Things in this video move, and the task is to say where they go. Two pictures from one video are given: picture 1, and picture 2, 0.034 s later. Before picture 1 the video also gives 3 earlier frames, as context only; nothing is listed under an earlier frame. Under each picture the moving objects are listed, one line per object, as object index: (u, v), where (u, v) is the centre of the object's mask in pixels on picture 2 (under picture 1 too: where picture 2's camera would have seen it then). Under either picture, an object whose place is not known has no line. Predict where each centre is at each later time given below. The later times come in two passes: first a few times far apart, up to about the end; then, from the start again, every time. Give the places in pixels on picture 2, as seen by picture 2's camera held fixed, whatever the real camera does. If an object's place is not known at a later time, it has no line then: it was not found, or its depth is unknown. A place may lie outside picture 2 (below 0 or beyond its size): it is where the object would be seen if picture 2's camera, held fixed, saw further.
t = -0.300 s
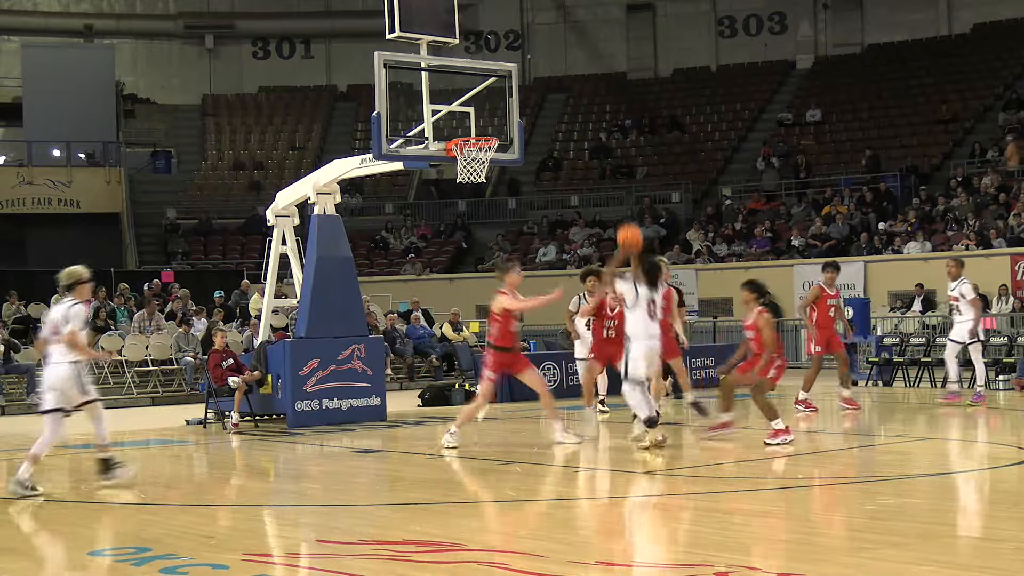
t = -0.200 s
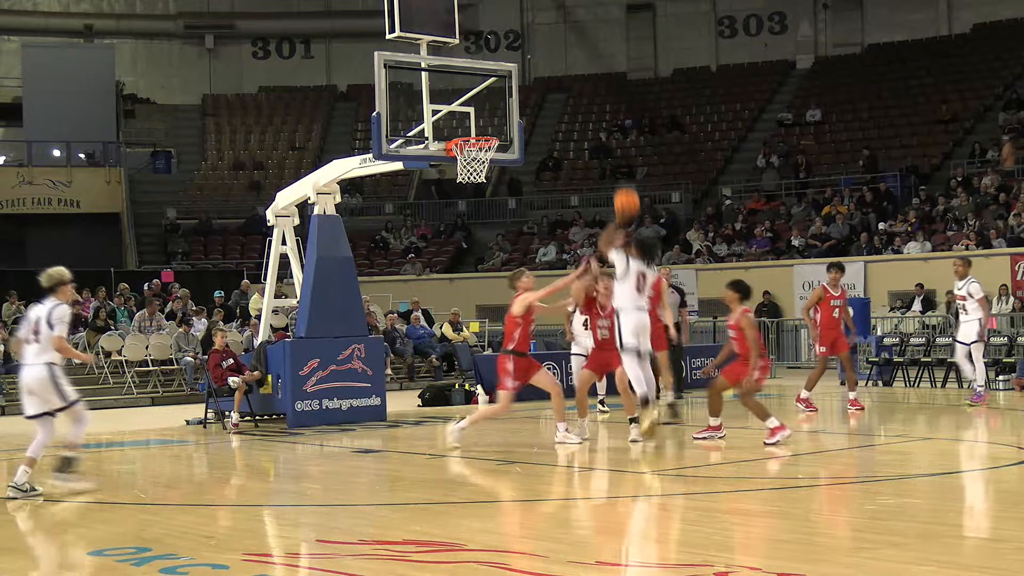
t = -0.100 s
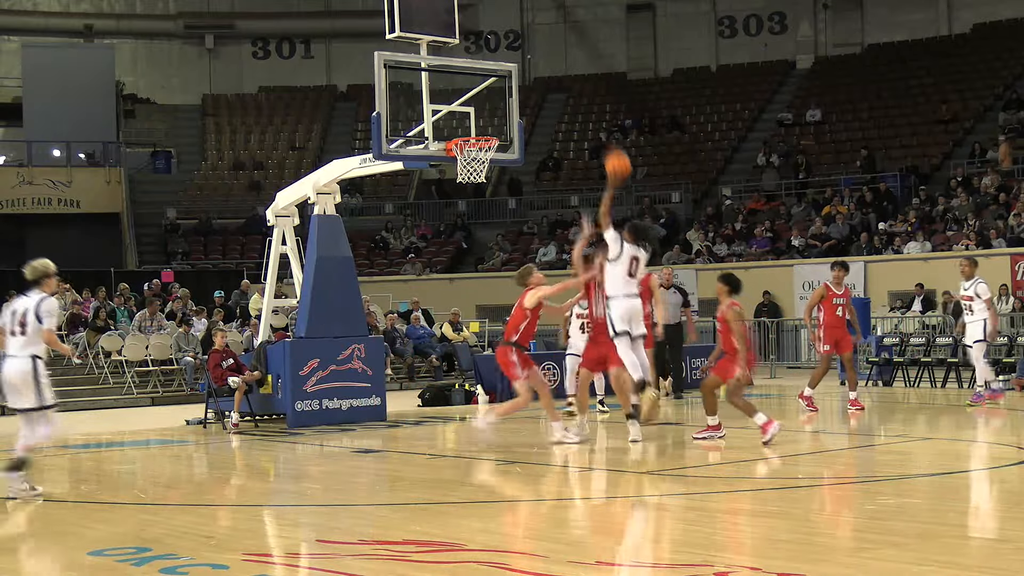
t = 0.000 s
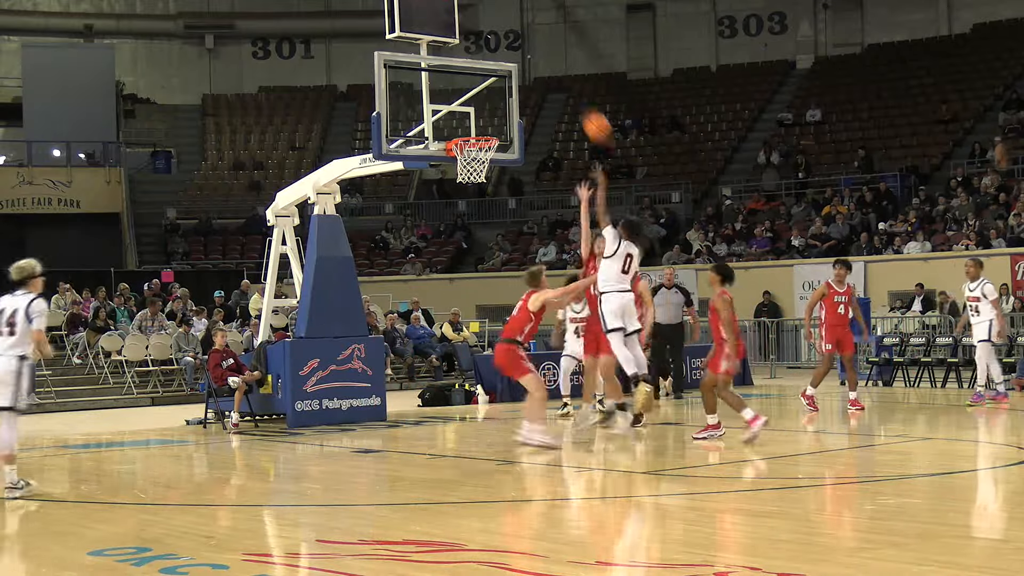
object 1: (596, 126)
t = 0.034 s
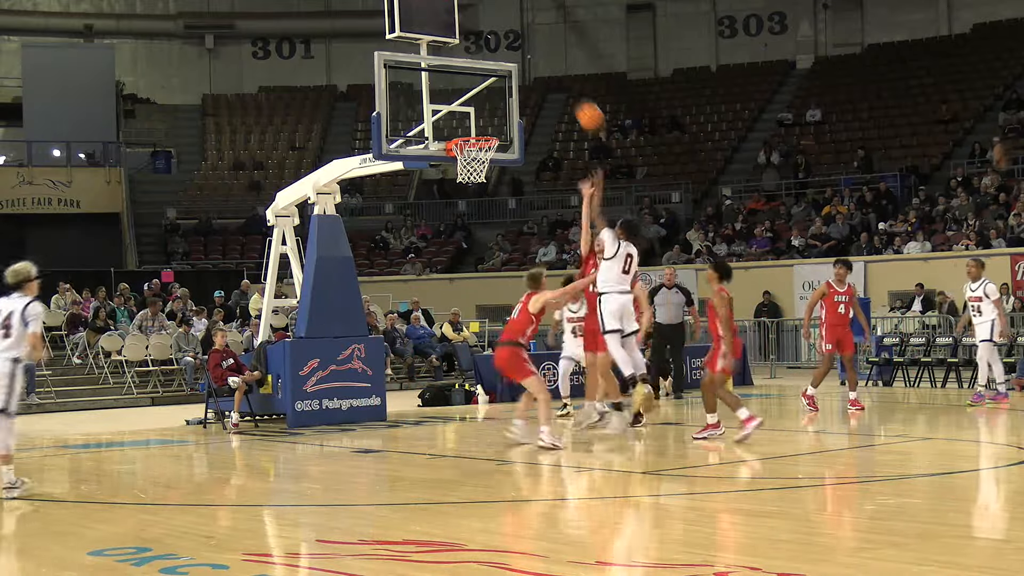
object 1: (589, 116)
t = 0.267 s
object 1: (544, 78)
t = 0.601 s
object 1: (487, 115)
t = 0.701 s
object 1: (470, 133)
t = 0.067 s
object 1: (583, 107)
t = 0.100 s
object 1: (576, 99)
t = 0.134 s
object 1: (569, 92)
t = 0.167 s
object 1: (563, 88)
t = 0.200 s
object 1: (557, 83)
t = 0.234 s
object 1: (550, 80)
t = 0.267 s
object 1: (544, 78)
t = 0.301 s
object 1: (538, 77)
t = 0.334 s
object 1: (532, 77)
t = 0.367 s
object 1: (526, 78)
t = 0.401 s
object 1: (520, 81)
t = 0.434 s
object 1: (513, 83)
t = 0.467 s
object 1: (507, 88)
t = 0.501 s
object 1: (501, 94)
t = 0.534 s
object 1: (496, 100)
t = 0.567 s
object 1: (491, 107)
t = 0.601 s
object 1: (487, 115)
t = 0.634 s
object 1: (481, 124)
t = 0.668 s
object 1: (475, 130)
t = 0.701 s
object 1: (470, 133)
